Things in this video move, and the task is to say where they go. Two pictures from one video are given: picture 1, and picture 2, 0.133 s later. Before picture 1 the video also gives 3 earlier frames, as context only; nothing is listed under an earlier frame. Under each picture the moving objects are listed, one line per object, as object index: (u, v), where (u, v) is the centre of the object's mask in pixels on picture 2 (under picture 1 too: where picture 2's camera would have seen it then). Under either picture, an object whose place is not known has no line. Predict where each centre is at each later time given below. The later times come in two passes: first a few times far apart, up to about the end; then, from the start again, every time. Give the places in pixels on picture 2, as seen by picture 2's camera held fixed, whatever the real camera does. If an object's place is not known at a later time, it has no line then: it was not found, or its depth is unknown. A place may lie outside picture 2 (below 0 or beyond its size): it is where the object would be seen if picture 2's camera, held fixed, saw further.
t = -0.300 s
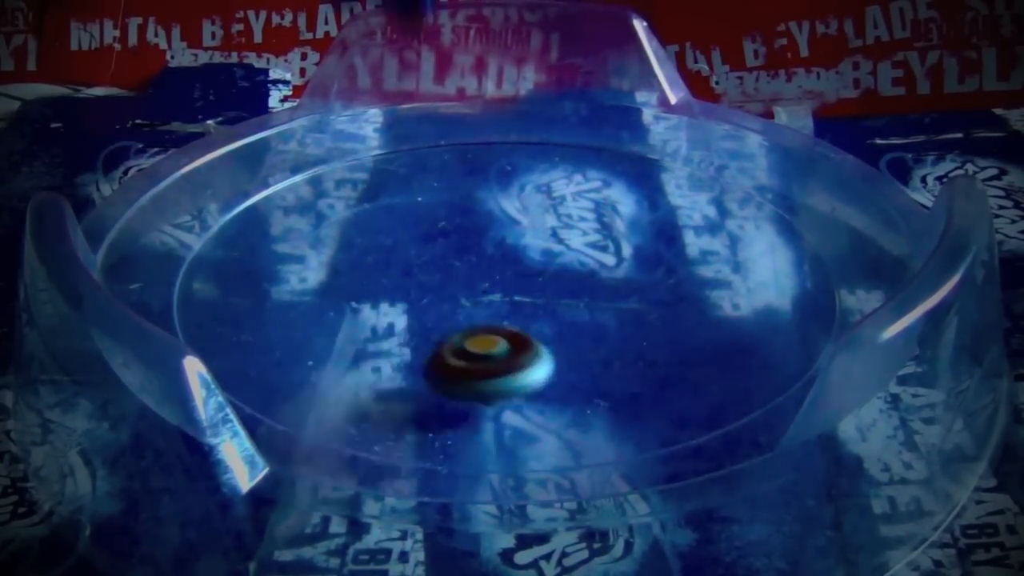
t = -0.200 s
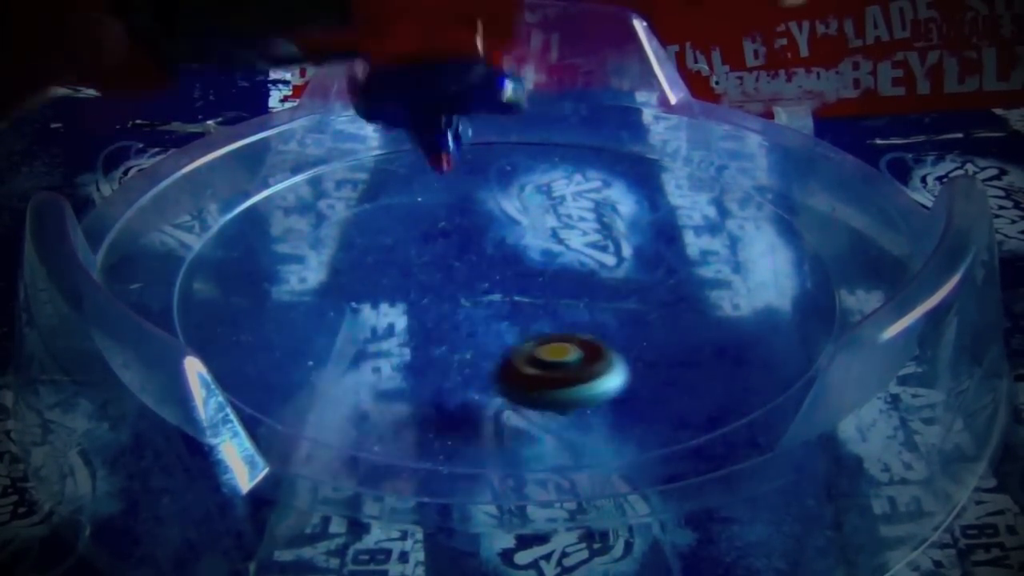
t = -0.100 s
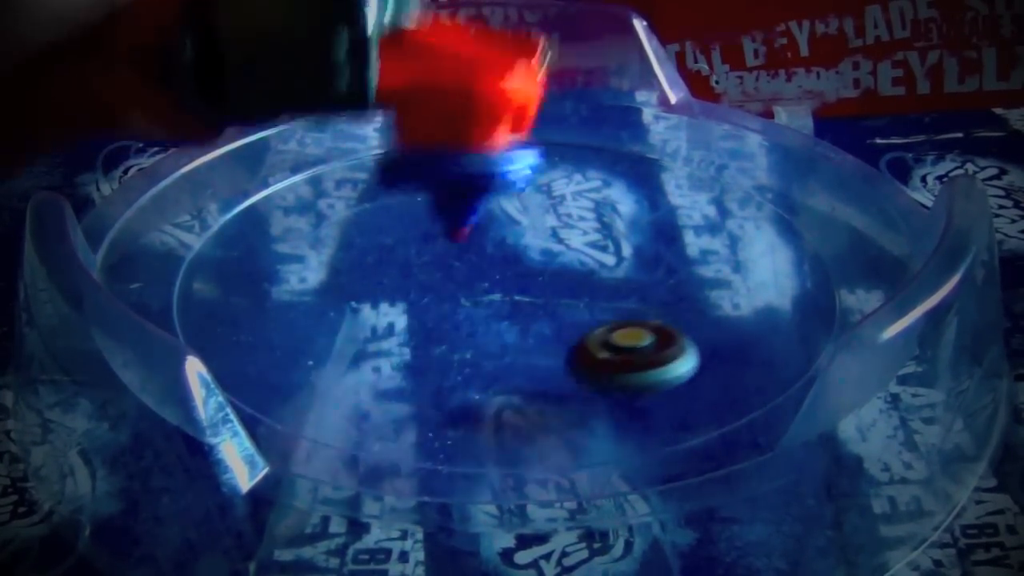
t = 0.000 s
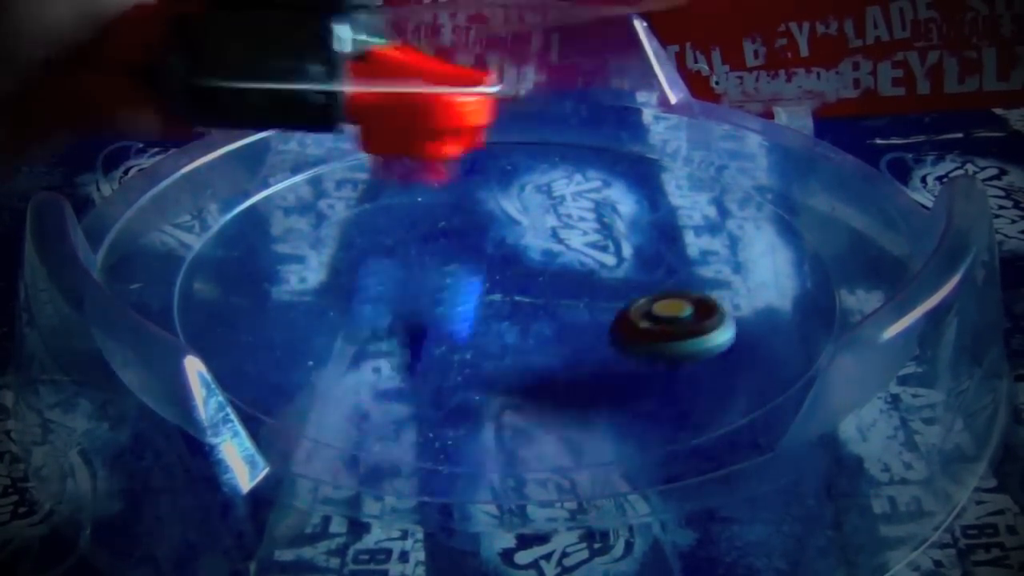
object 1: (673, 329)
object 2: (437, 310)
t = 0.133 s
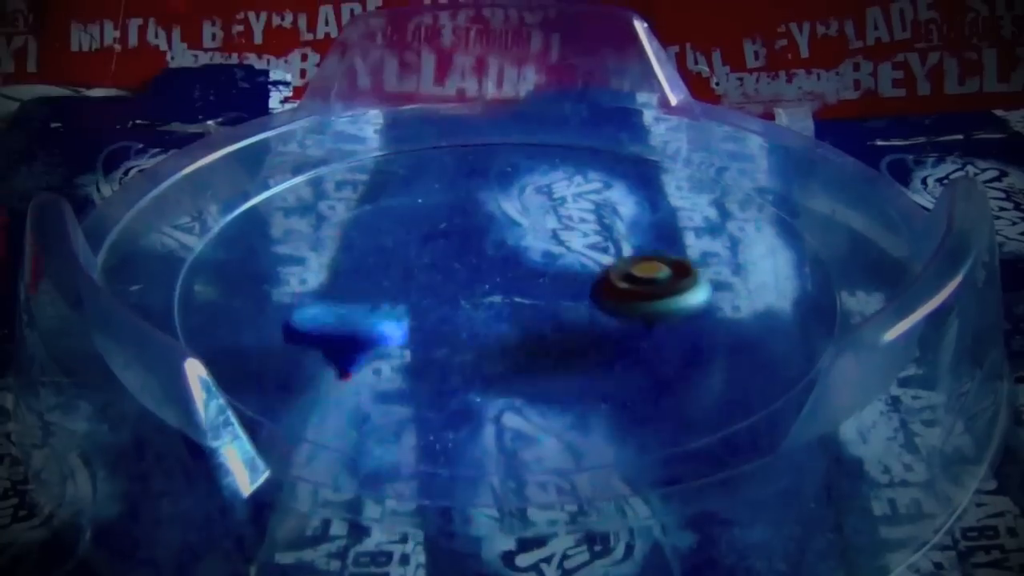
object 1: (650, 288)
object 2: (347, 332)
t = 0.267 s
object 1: (568, 267)
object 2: (275, 311)
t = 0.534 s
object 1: (412, 318)
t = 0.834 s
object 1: (532, 378)
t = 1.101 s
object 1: (626, 313)
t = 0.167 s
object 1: (634, 281)
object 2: (330, 321)
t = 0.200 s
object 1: (614, 275)
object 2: (314, 318)
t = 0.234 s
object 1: (592, 271)
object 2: (296, 313)
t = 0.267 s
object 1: (568, 267)
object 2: (275, 311)
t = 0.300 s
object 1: (542, 266)
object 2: (247, 312)
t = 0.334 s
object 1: (516, 268)
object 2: (218, 316)
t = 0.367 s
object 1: (492, 273)
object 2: (195, 312)
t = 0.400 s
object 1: (464, 281)
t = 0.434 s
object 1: (448, 287)
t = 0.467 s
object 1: (431, 296)
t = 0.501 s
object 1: (420, 306)
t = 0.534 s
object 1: (412, 318)
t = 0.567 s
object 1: (409, 328)
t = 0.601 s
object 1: (411, 338)
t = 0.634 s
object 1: (417, 348)
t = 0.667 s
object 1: (428, 358)
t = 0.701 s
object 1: (443, 366)
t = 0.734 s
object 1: (461, 372)
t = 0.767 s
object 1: (483, 376)
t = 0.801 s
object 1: (508, 378)
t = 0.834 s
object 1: (532, 378)
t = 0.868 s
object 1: (555, 375)
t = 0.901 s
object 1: (577, 370)
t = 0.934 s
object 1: (596, 363)
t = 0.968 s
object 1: (612, 354)
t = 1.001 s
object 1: (623, 344)
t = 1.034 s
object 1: (628, 335)
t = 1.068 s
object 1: (629, 324)
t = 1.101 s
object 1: (626, 313)
